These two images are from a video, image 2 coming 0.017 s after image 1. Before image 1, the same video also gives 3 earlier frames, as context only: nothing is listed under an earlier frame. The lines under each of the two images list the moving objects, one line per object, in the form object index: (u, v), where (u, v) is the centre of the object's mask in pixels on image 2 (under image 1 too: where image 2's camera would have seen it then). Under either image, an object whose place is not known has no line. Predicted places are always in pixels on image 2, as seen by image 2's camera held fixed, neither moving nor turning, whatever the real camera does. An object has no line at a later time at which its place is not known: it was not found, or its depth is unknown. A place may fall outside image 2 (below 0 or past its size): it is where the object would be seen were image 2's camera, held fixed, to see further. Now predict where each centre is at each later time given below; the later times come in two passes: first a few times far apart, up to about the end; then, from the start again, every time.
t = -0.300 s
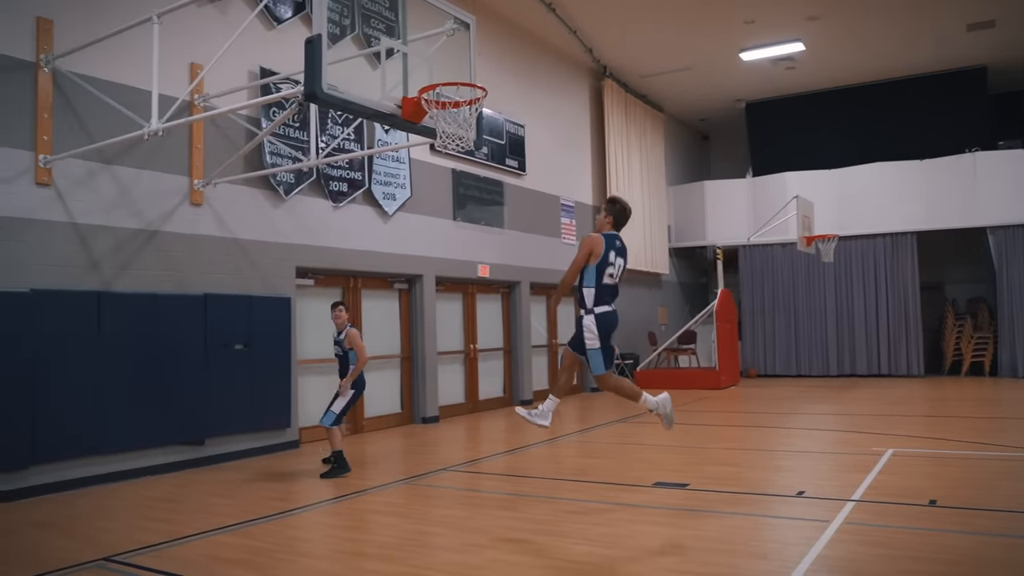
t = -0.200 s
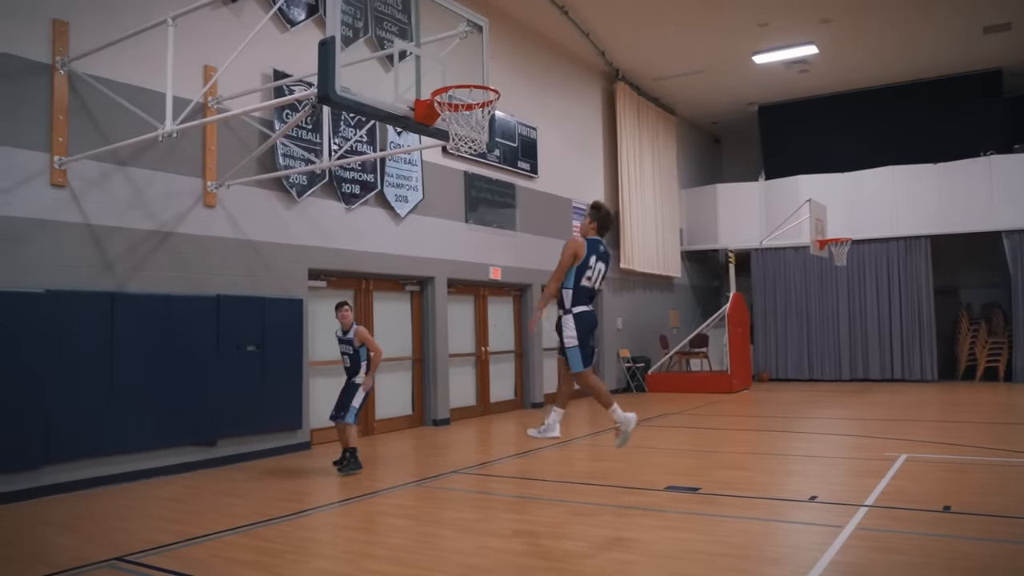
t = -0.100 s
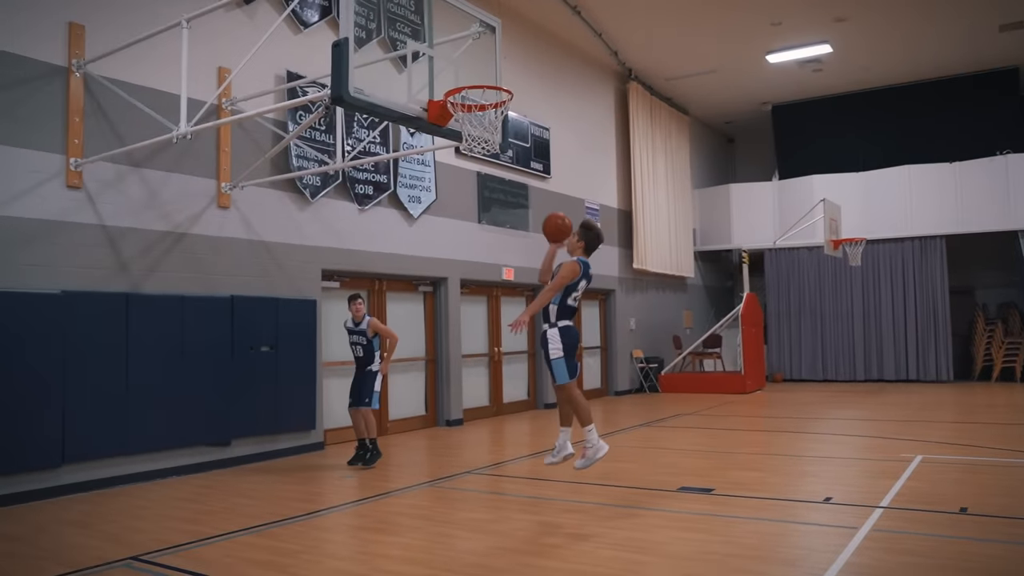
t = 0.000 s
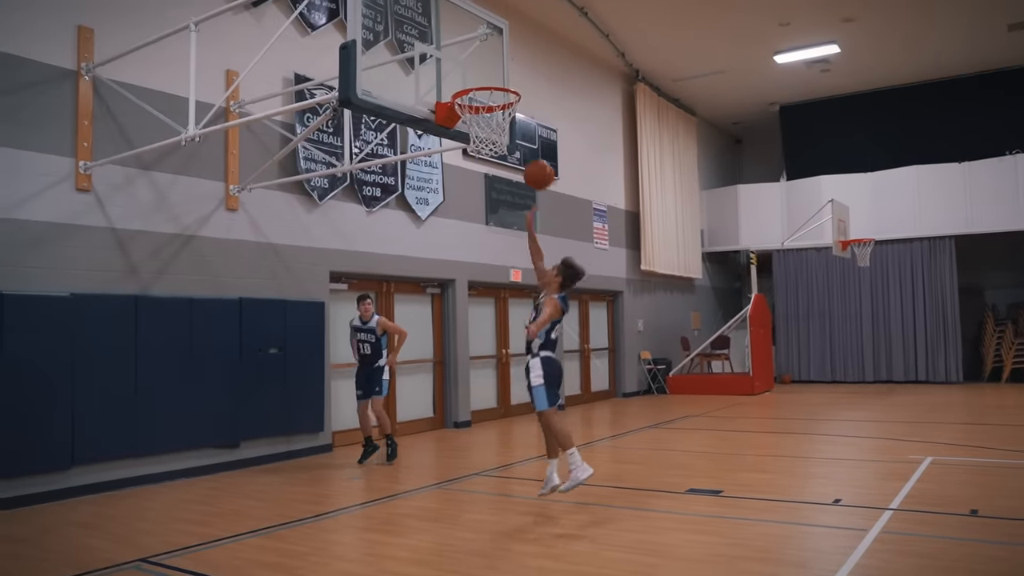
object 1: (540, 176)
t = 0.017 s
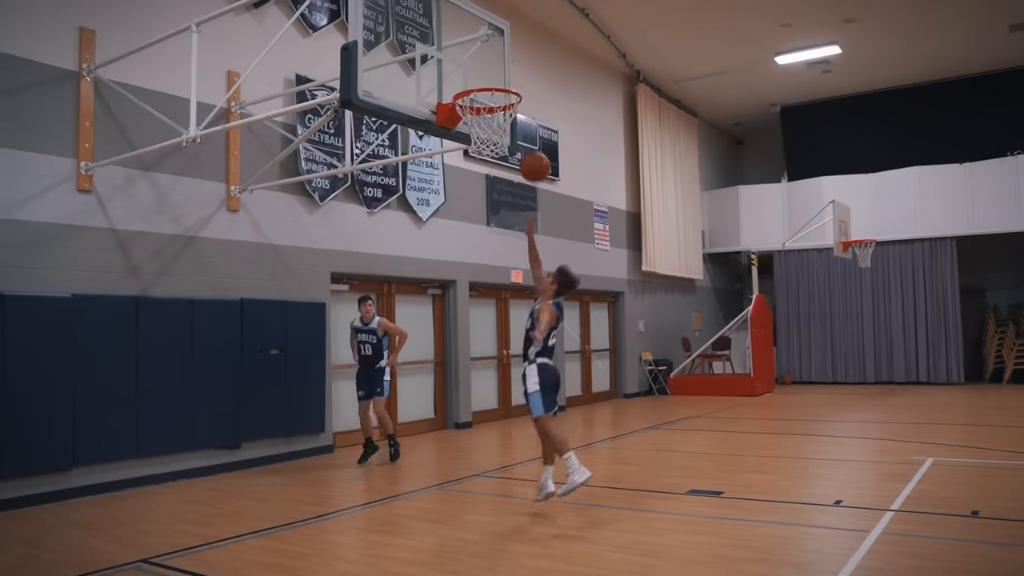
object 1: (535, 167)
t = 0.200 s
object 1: (496, 93)
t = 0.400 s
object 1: (505, 74)
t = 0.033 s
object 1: (530, 158)
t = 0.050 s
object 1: (525, 150)
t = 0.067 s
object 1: (521, 142)
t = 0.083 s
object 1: (519, 135)
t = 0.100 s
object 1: (517, 129)
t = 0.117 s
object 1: (515, 125)
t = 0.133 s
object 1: (498, 109)
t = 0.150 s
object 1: (493, 104)
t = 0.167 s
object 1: (494, 101)
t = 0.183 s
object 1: (495, 96)
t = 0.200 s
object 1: (496, 93)
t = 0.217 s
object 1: (497, 90)
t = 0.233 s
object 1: (498, 87)
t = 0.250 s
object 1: (499, 85)
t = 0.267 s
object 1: (499, 82)
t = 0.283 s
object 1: (500, 80)
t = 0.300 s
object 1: (501, 78)
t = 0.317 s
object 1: (502, 77)
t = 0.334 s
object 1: (503, 75)
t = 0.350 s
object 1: (503, 74)
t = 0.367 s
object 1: (504, 74)
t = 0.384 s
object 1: (505, 74)
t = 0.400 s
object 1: (505, 74)
